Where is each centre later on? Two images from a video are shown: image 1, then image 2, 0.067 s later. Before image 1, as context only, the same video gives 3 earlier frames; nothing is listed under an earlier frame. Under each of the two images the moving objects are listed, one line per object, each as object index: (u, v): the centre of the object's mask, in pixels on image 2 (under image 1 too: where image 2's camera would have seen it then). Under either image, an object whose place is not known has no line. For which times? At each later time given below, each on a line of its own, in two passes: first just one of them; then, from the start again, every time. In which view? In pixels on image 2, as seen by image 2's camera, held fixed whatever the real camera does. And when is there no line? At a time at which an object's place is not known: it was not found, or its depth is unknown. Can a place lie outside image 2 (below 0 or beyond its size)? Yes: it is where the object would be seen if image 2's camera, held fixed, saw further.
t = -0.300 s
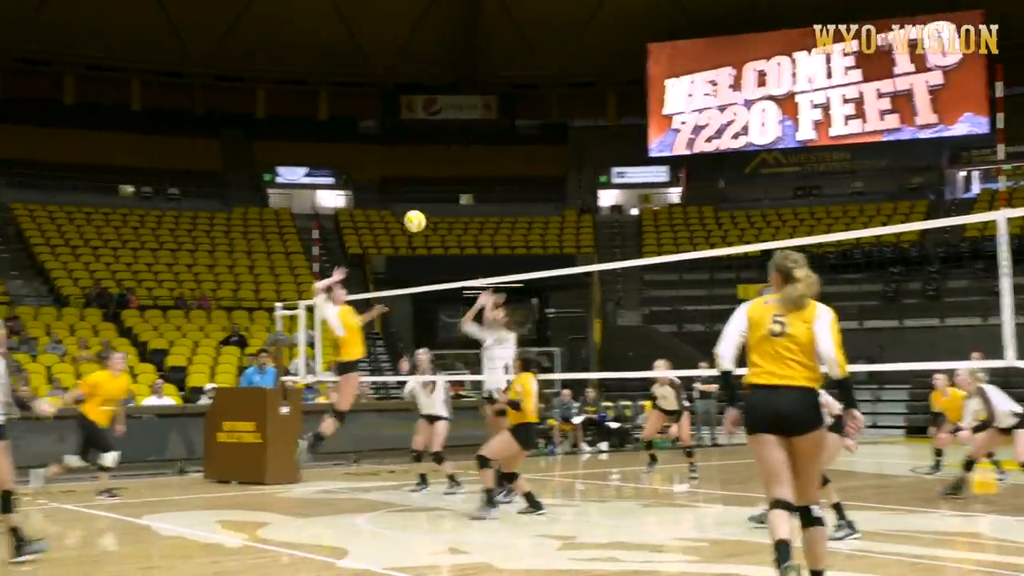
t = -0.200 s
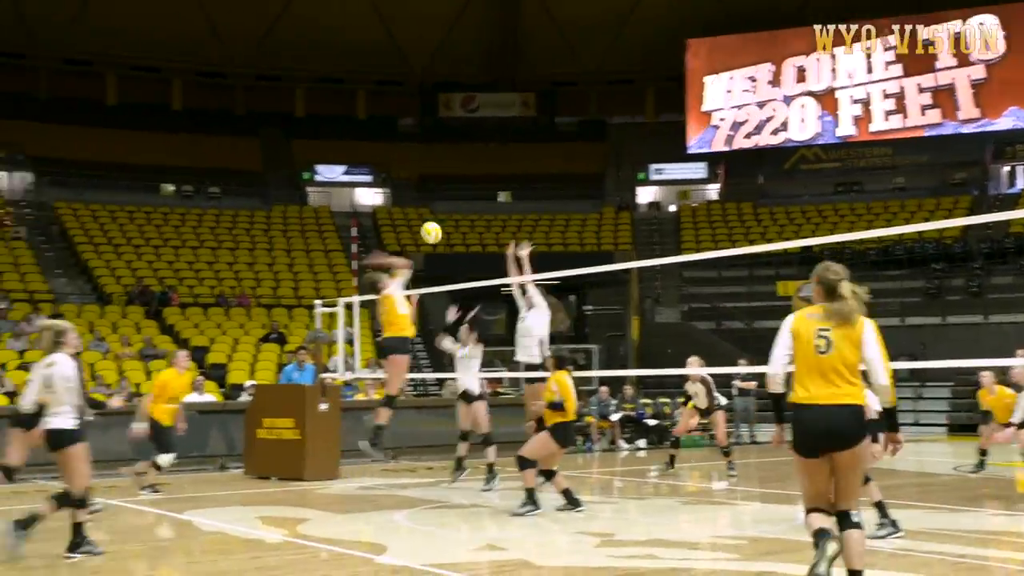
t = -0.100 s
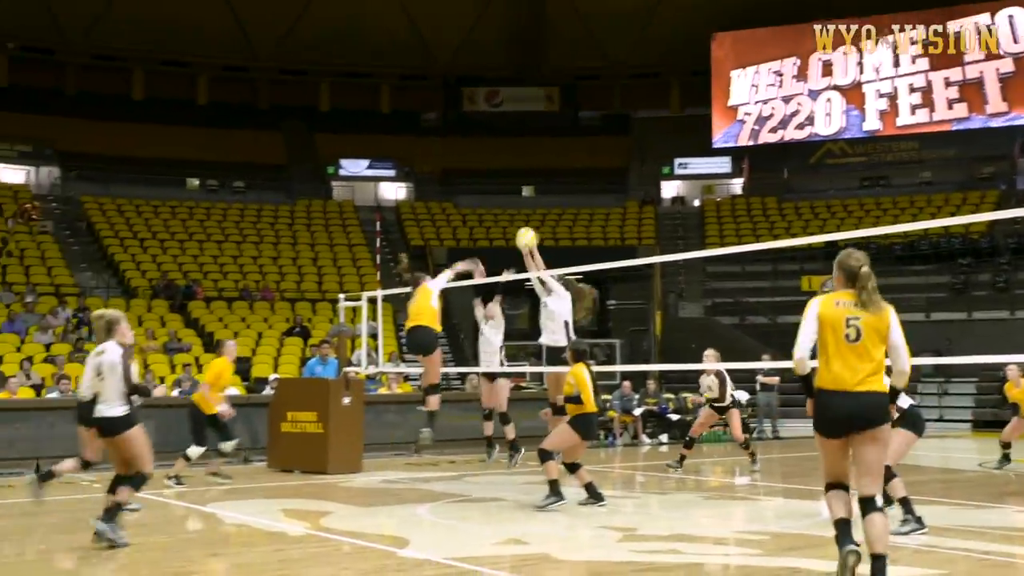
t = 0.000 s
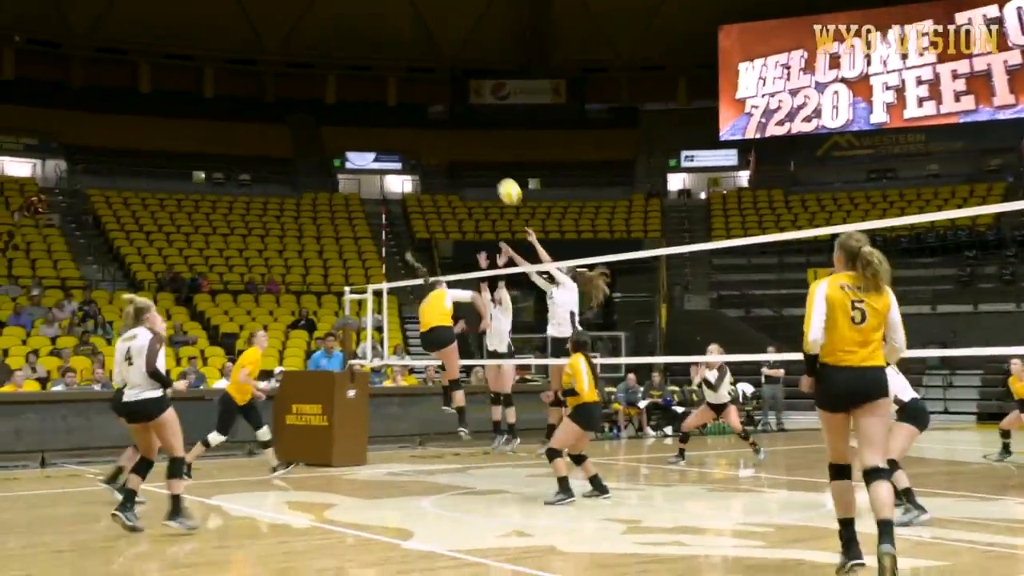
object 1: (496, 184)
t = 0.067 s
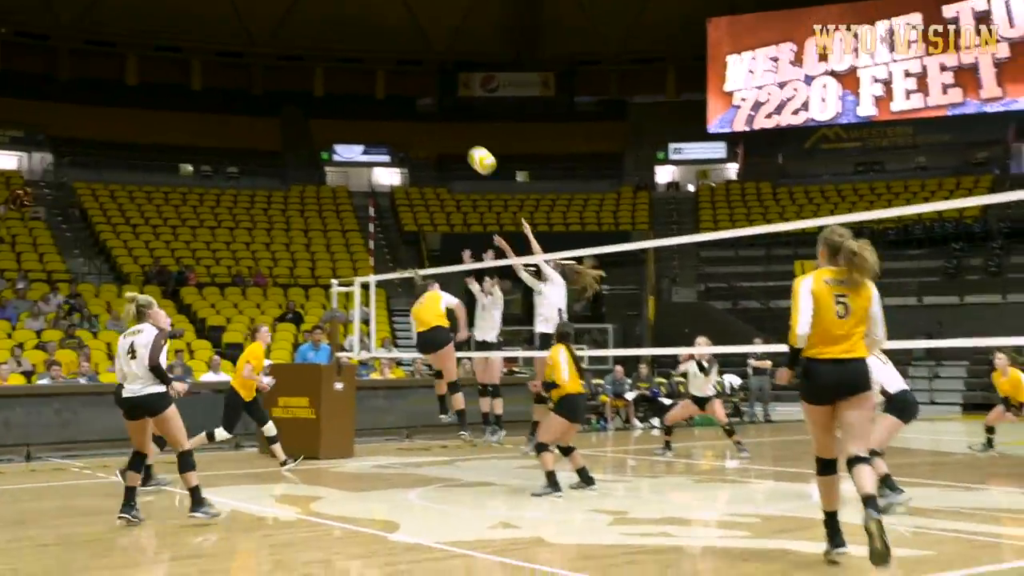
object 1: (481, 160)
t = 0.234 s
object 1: (438, 114)
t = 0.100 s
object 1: (473, 149)
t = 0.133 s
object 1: (463, 139)
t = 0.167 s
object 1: (455, 130)
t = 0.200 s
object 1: (447, 122)
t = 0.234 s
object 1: (438, 114)
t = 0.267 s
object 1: (428, 108)
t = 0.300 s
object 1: (417, 102)
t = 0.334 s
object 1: (407, 98)
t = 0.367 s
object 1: (396, 95)
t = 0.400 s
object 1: (385, 94)
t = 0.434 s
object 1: (374, 94)
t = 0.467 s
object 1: (362, 95)
